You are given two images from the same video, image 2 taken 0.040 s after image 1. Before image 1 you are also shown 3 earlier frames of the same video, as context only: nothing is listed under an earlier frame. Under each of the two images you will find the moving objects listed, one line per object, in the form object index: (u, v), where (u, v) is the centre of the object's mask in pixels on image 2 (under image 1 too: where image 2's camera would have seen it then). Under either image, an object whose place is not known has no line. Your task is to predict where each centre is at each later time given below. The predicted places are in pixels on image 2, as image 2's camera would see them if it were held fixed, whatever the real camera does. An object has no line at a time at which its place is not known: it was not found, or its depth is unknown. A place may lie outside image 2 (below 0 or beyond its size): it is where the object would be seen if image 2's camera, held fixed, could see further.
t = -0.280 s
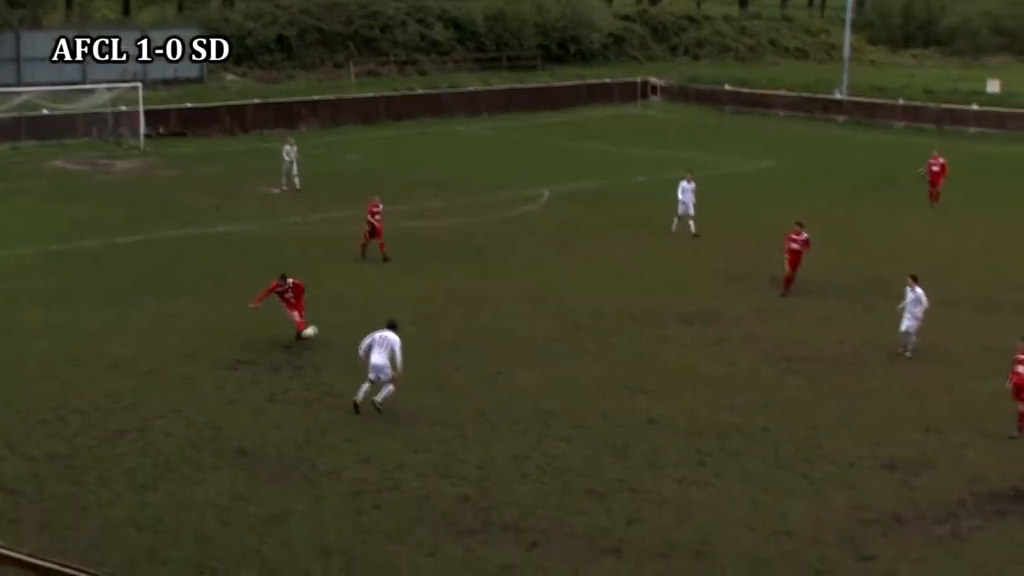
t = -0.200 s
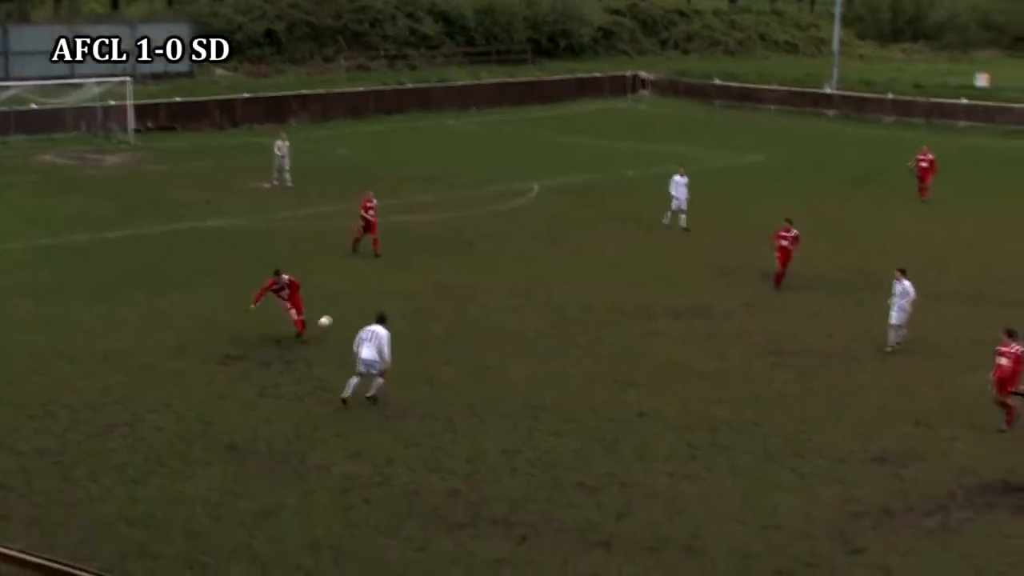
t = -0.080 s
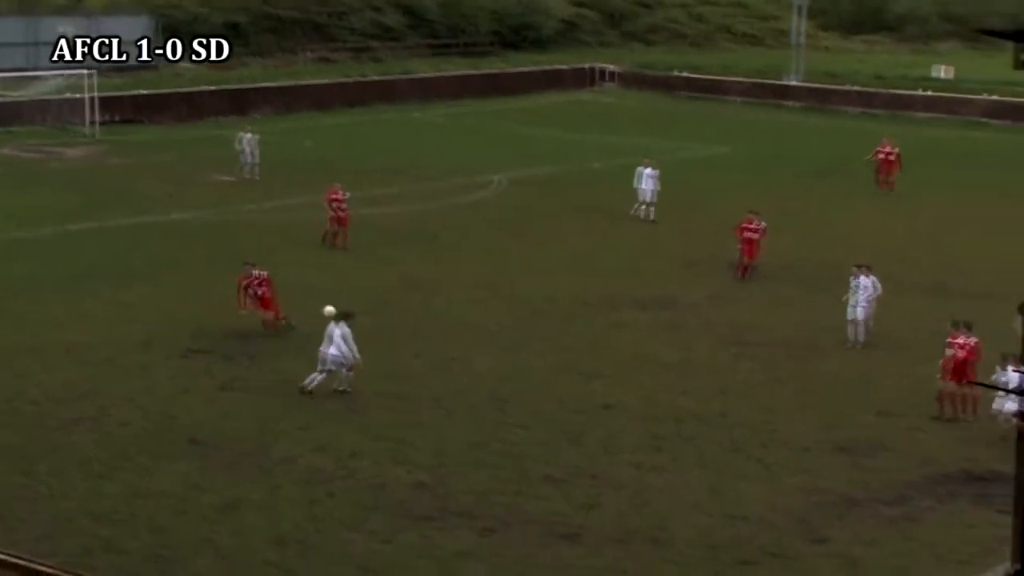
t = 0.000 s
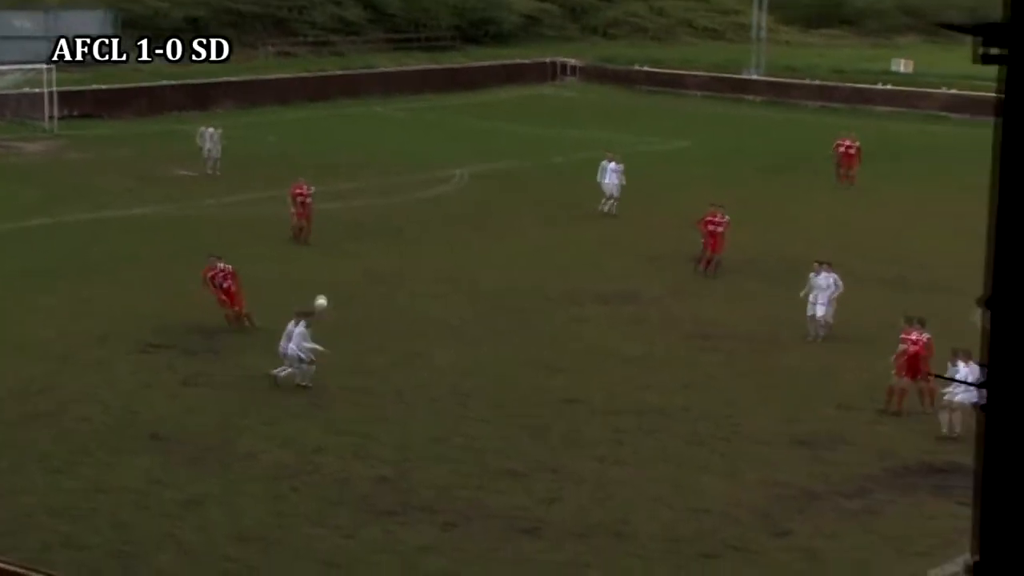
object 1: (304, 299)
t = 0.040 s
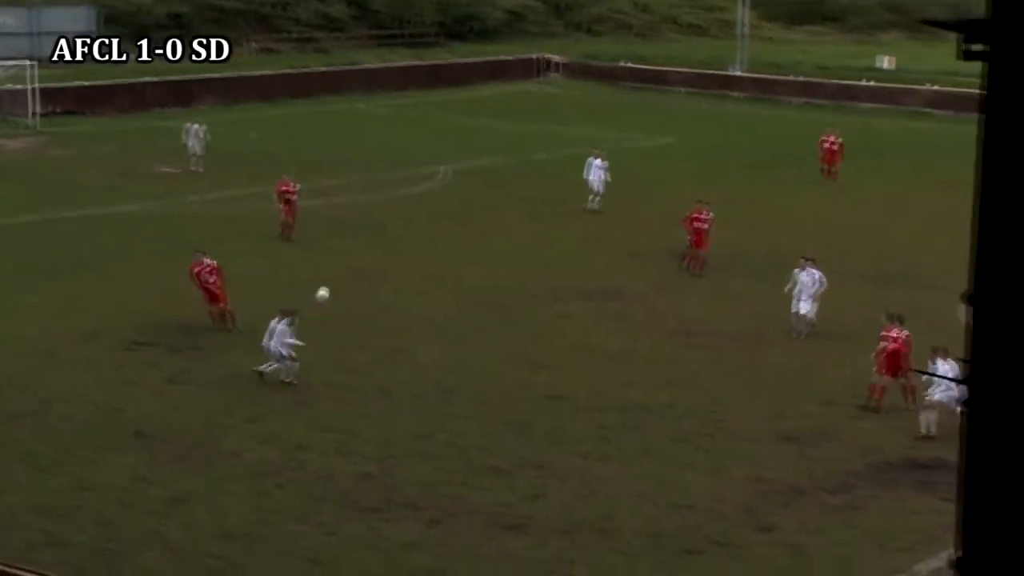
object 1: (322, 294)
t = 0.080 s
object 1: (340, 289)
